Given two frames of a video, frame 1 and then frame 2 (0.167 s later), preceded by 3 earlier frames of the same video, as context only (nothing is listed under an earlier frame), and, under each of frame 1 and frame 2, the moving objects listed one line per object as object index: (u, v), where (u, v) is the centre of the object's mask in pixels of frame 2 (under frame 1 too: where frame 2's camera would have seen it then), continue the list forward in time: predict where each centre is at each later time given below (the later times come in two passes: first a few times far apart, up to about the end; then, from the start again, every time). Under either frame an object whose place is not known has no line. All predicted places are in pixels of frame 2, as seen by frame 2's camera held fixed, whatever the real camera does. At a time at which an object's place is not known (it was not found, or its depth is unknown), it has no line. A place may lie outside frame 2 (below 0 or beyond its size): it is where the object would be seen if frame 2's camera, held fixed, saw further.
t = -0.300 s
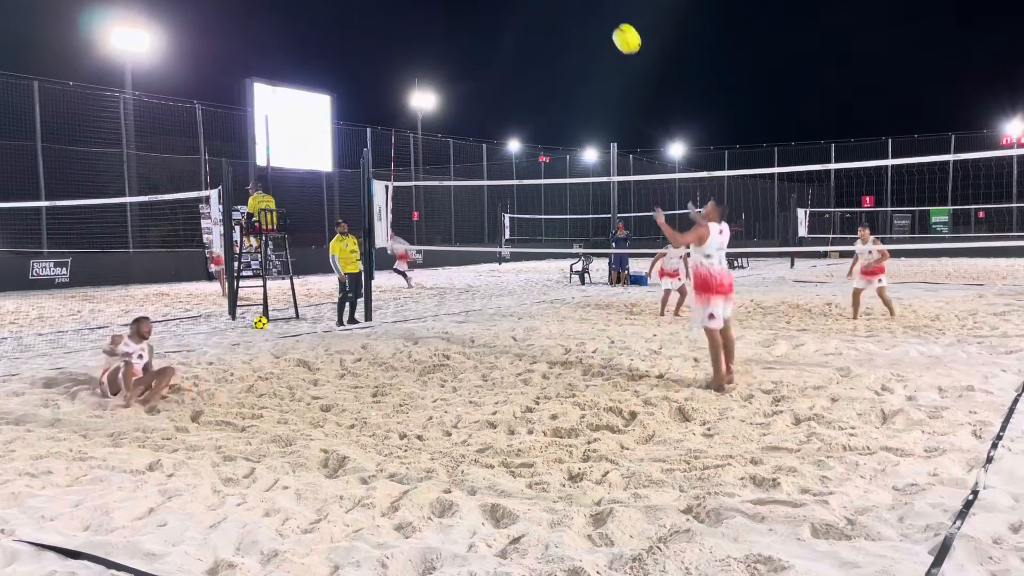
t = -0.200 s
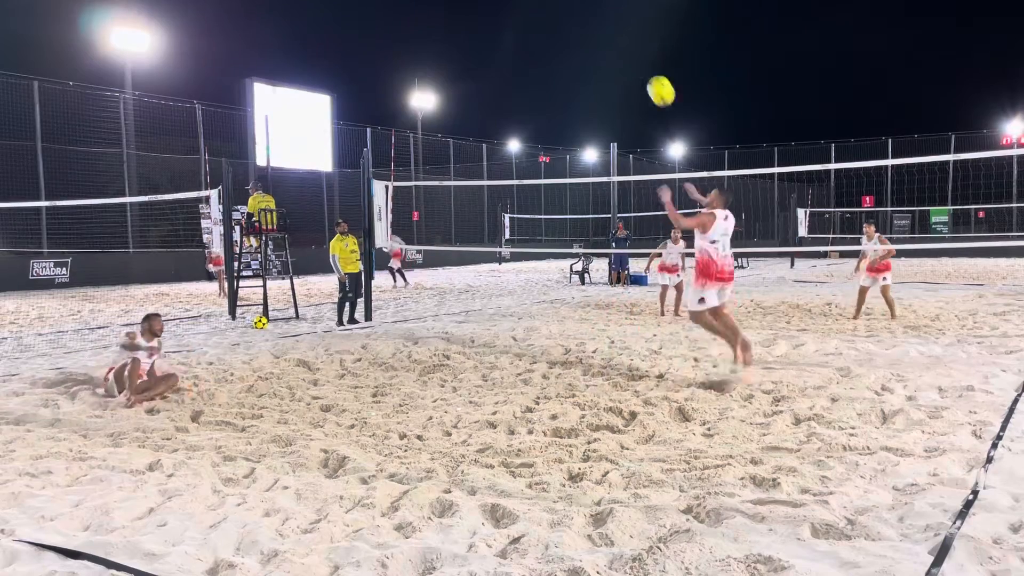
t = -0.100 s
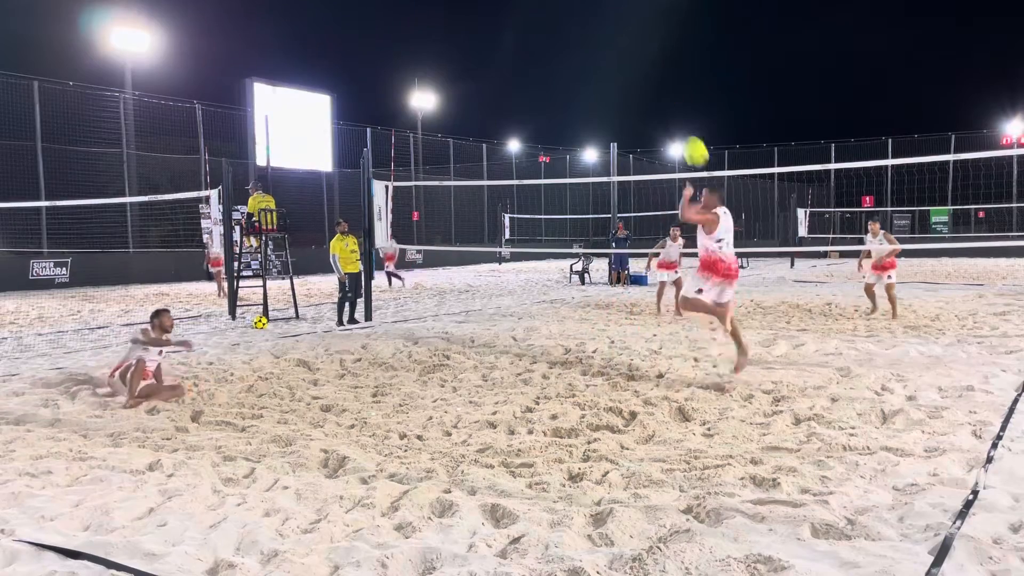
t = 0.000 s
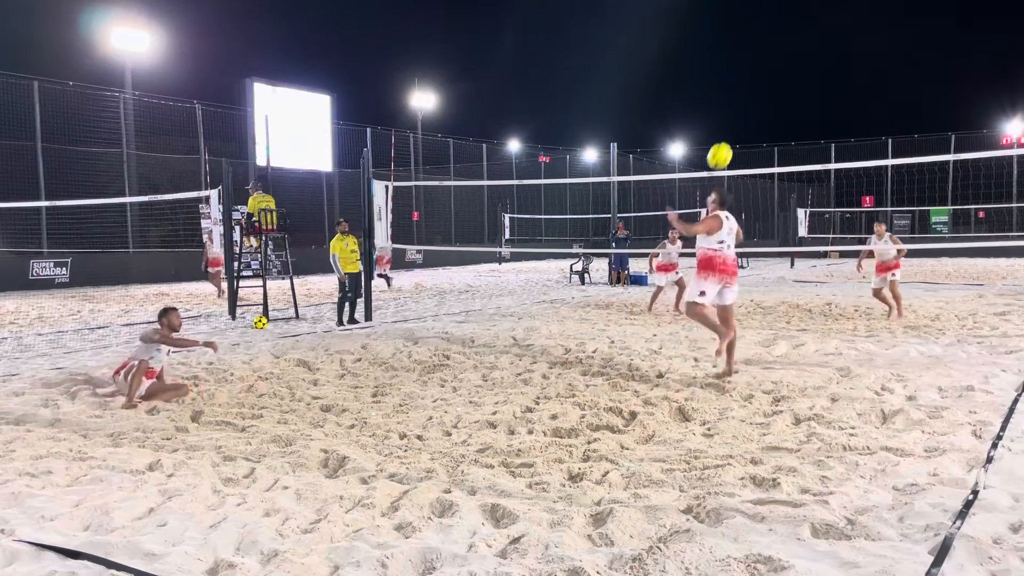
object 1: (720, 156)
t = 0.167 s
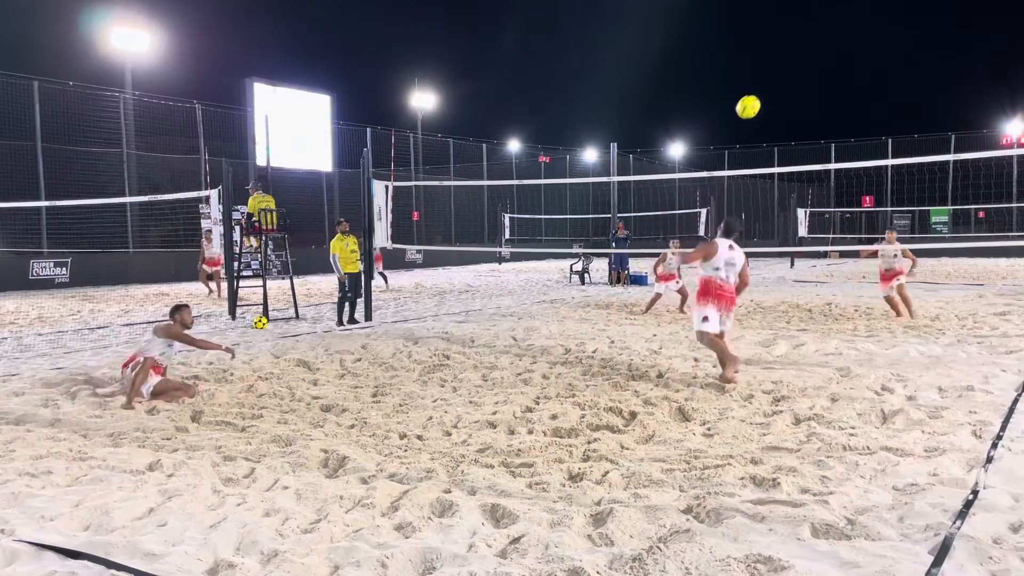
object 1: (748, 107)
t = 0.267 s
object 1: (763, 92)
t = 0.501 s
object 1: (795, 93)
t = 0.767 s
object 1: (825, 146)
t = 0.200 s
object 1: (753, 101)
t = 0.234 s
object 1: (758, 96)
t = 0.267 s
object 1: (763, 92)
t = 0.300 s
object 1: (768, 89)
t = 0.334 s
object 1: (773, 87)
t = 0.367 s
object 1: (778, 86)
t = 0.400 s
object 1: (782, 86)
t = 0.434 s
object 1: (786, 88)
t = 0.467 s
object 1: (791, 90)
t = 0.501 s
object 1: (795, 93)
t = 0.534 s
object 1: (799, 97)
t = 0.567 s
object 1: (803, 101)
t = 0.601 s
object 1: (807, 107)
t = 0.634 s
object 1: (811, 113)
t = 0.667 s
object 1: (814, 120)
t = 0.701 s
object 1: (818, 128)
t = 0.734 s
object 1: (821, 136)
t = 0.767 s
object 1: (825, 146)
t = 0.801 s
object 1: (828, 154)
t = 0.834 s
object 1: (831, 166)
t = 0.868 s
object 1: (834, 177)
